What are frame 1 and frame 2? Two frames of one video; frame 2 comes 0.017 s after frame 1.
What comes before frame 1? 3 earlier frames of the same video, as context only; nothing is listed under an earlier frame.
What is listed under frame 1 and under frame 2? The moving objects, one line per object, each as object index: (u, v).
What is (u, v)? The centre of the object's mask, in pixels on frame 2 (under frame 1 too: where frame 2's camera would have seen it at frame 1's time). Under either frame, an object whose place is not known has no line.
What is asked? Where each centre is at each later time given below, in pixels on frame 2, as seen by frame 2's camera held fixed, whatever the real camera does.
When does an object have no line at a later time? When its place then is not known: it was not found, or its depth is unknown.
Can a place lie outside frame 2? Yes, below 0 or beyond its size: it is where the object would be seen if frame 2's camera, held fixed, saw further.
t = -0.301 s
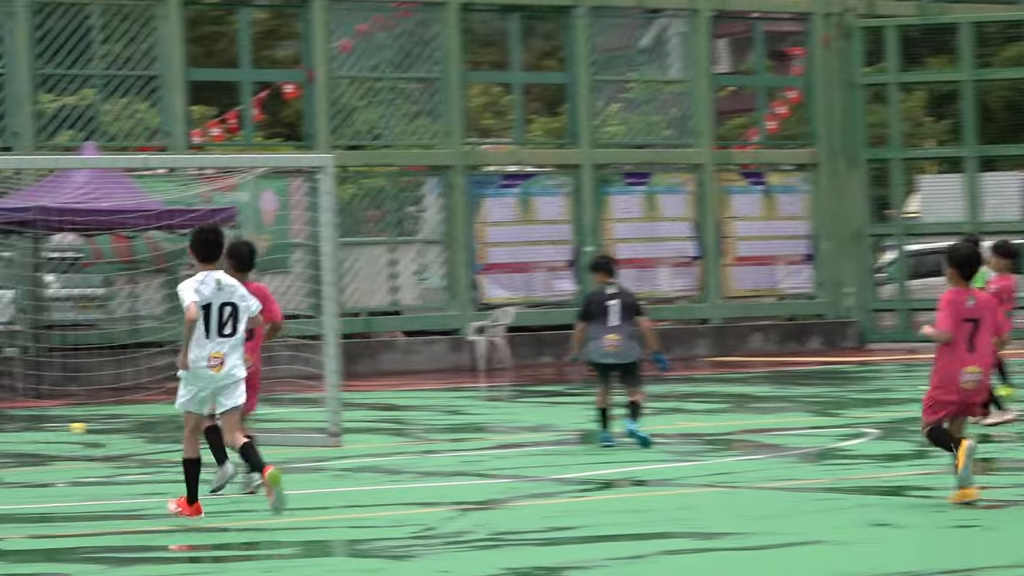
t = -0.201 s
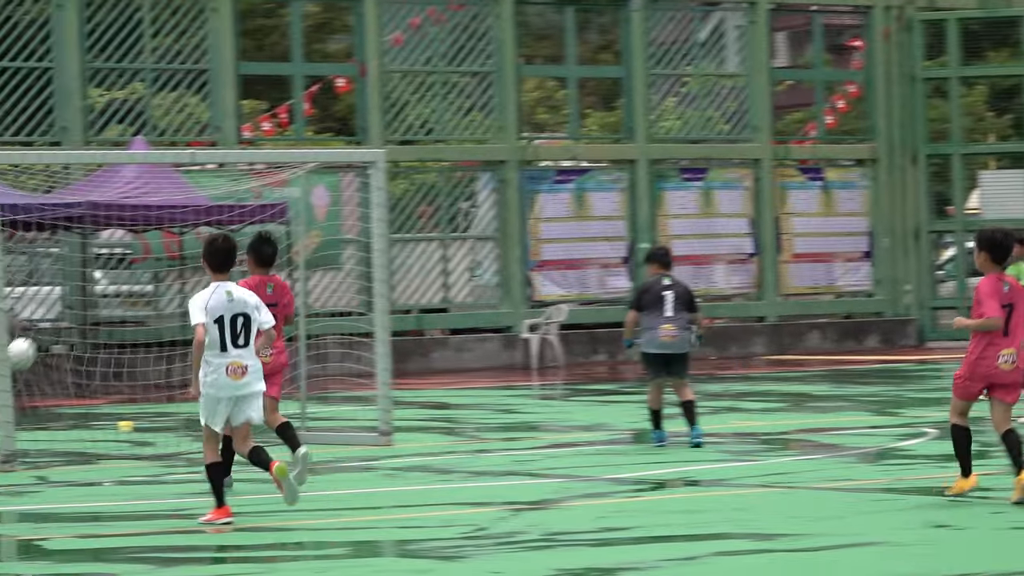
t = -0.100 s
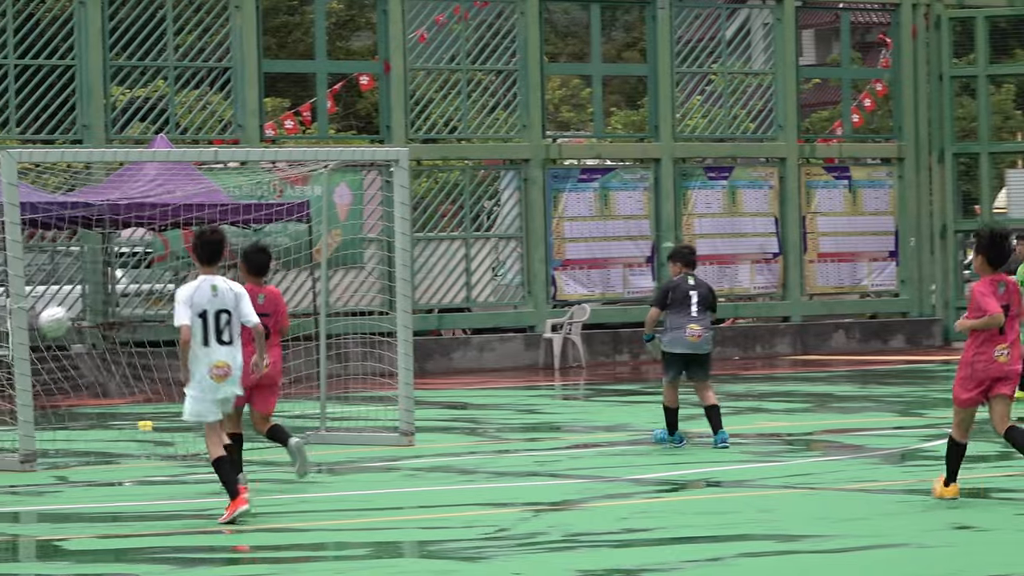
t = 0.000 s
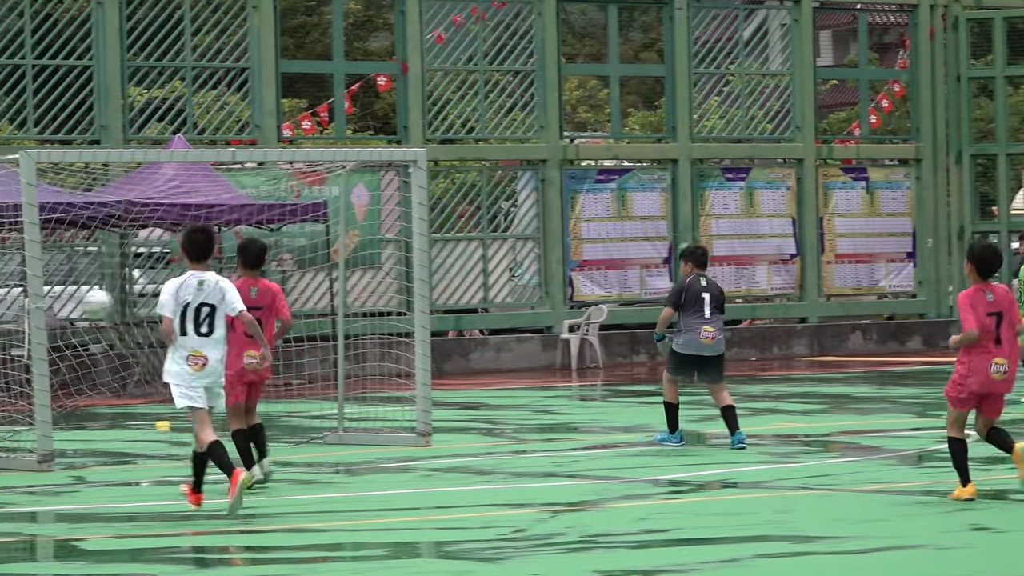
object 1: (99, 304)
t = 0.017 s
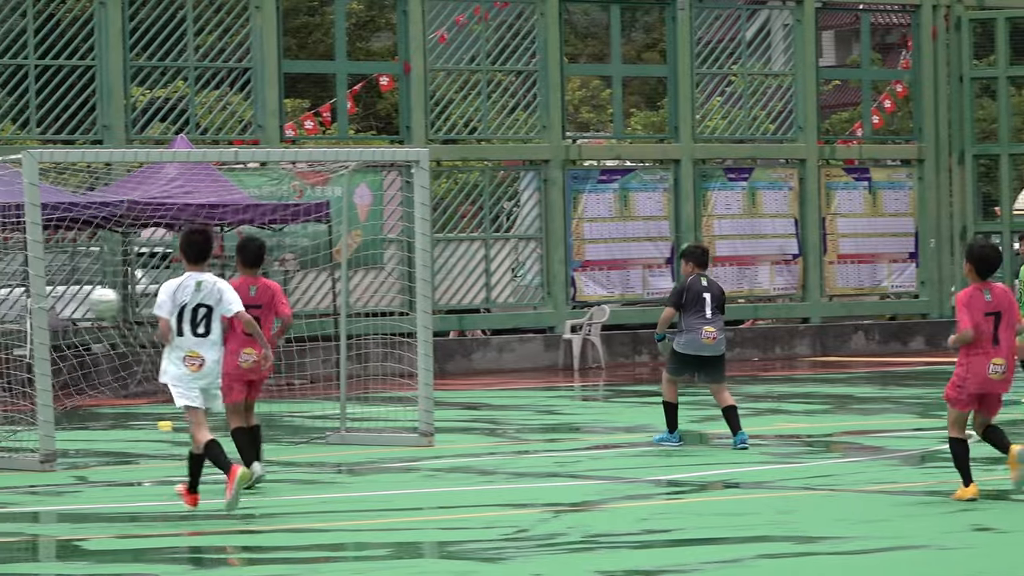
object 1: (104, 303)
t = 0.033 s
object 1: (109, 301)
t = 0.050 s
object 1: (115, 301)
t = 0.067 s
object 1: (121, 299)
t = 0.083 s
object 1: (125, 297)
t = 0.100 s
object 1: (128, 296)
